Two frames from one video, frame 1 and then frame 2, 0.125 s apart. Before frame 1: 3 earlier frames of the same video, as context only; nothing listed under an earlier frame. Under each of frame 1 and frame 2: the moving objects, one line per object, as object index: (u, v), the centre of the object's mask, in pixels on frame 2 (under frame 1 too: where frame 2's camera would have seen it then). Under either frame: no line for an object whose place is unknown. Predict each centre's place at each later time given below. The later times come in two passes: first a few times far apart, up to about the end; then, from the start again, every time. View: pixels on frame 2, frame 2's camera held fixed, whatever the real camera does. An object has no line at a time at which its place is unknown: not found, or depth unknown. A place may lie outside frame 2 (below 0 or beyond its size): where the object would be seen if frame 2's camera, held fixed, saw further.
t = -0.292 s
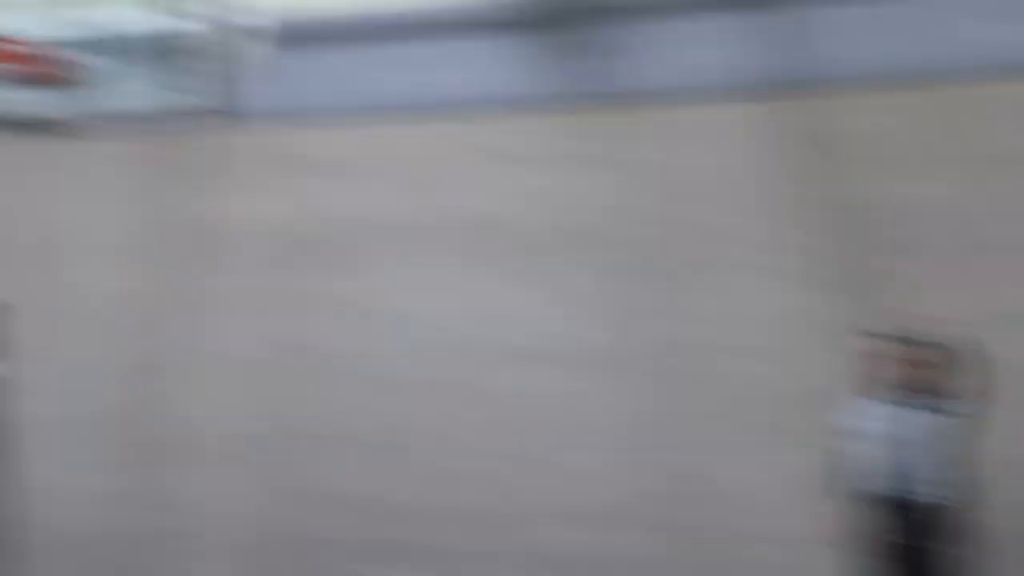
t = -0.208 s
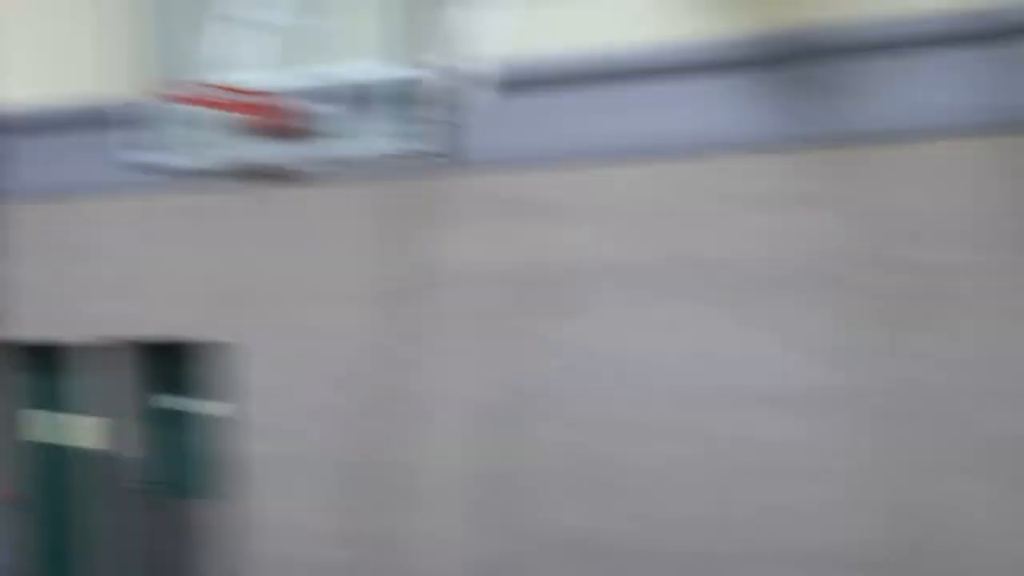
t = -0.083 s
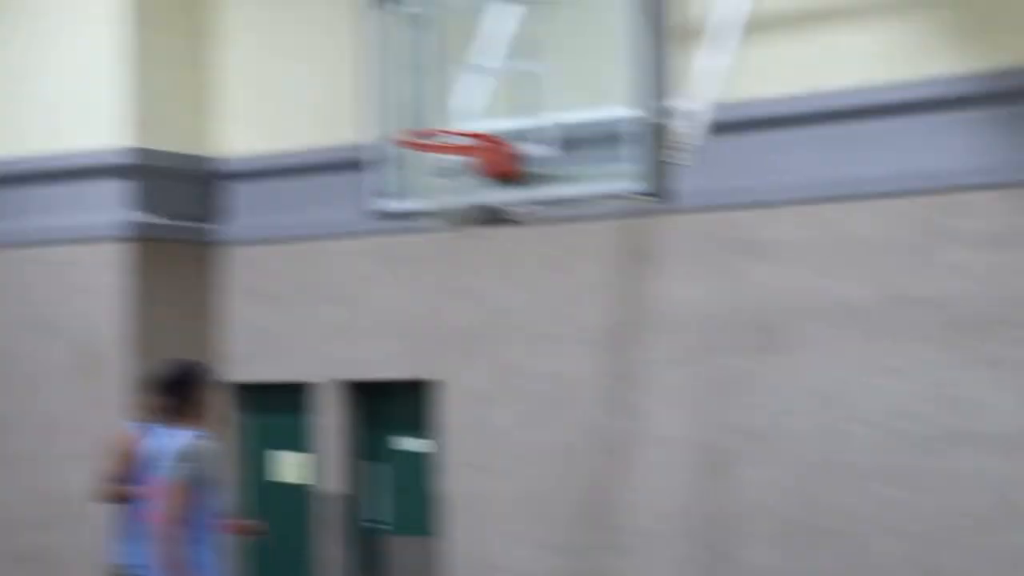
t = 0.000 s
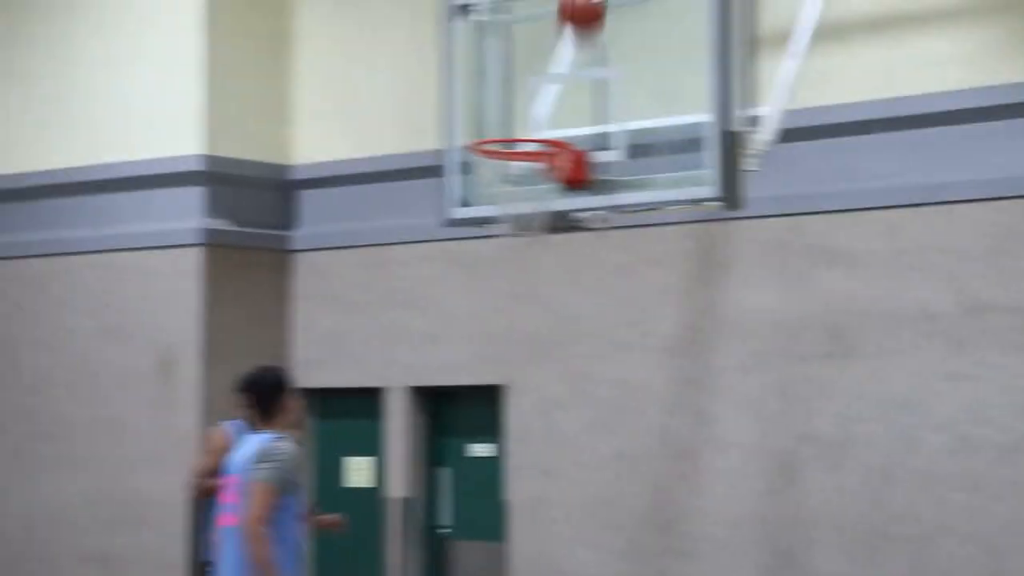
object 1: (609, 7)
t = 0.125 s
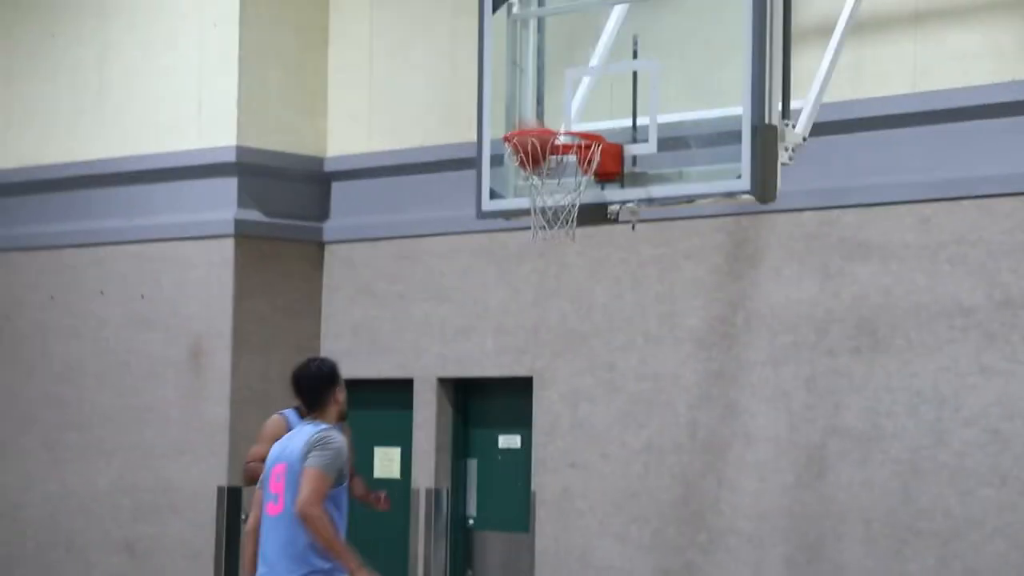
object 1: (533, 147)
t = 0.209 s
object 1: (589, 207)
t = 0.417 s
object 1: (661, 266)
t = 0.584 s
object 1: (720, 381)
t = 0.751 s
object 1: (782, 564)
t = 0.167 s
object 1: (565, 182)
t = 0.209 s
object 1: (589, 207)
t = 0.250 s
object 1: (604, 213)
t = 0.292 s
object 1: (618, 220)
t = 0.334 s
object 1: (632, 231)
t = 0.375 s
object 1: (646, 247)
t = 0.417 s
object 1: (661, 266)
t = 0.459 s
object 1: (675, 289)
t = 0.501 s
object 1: (690, 315)
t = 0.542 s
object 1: (704, 346)
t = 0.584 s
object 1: (720, 381)
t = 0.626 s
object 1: (734, 420)
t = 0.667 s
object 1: (750, 464)
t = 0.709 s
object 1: (766, 513)
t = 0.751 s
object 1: (782, 564)
